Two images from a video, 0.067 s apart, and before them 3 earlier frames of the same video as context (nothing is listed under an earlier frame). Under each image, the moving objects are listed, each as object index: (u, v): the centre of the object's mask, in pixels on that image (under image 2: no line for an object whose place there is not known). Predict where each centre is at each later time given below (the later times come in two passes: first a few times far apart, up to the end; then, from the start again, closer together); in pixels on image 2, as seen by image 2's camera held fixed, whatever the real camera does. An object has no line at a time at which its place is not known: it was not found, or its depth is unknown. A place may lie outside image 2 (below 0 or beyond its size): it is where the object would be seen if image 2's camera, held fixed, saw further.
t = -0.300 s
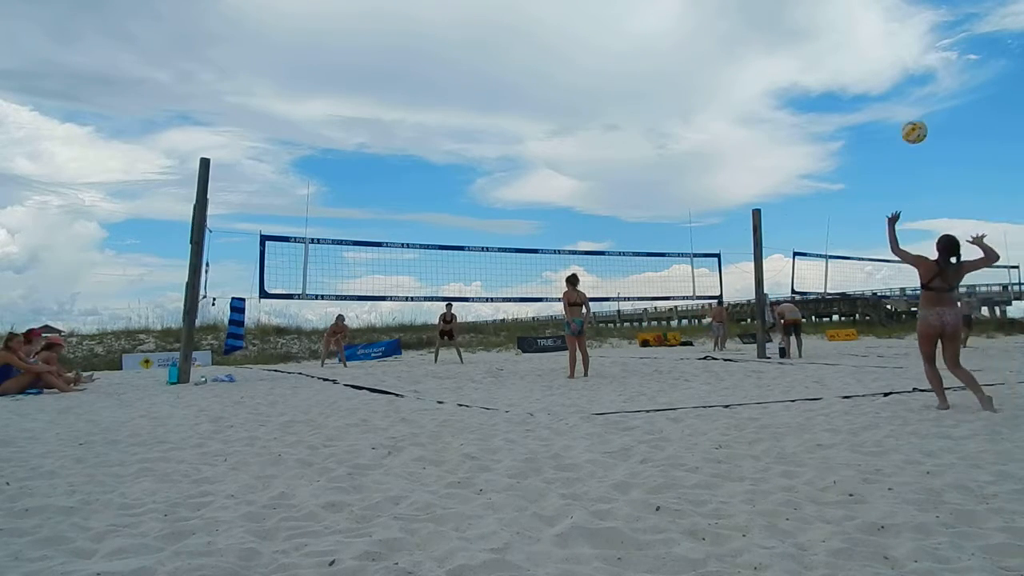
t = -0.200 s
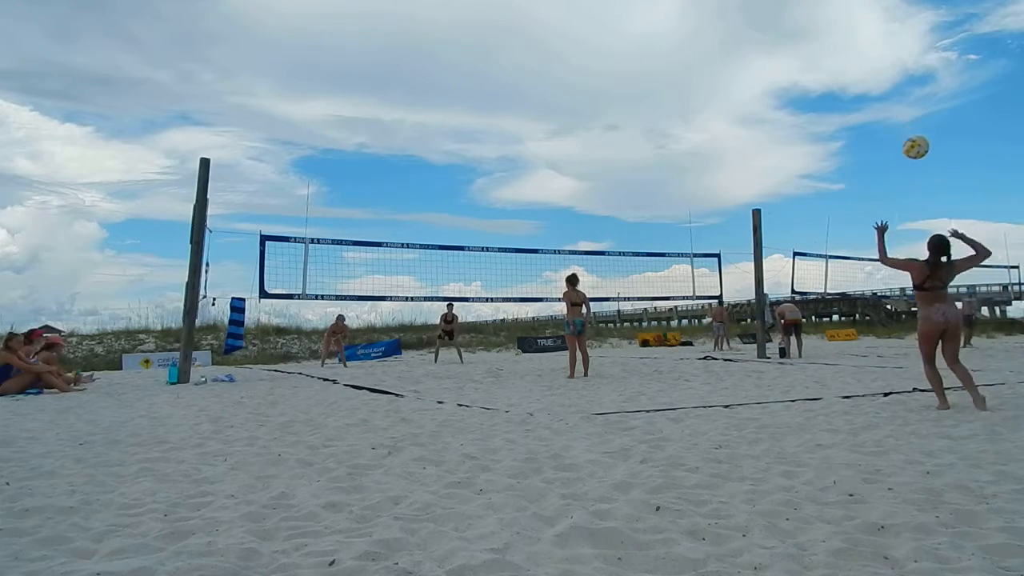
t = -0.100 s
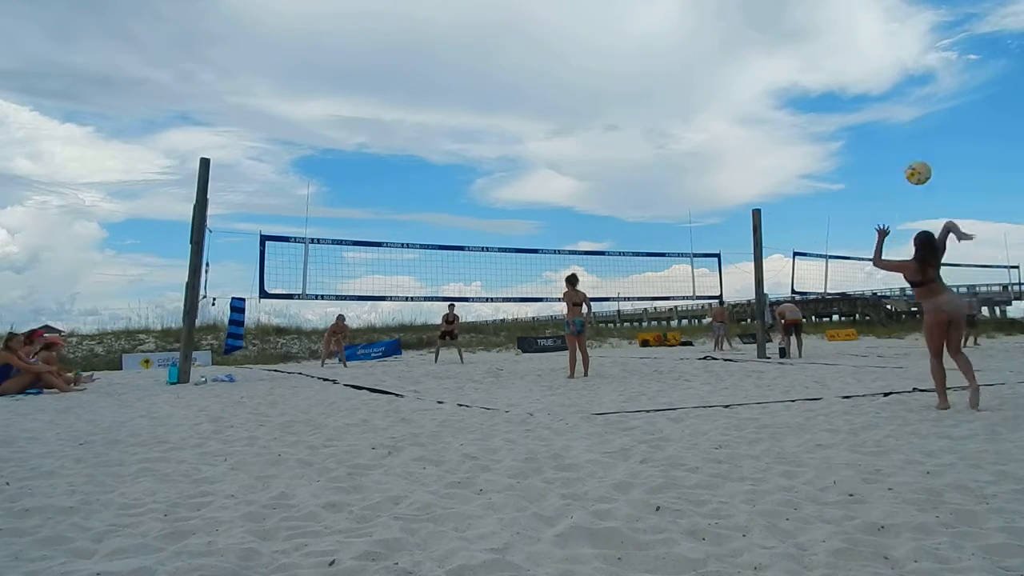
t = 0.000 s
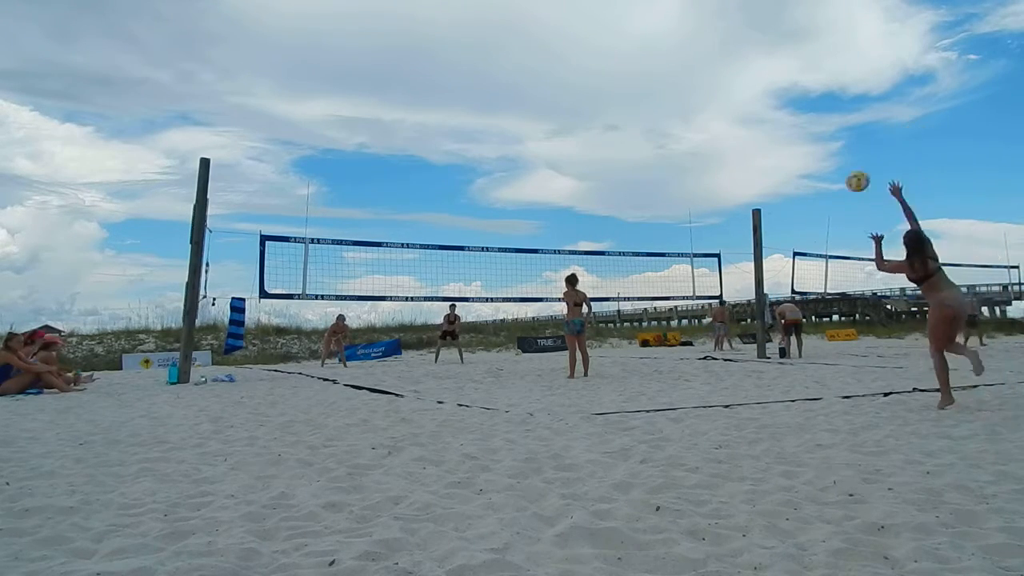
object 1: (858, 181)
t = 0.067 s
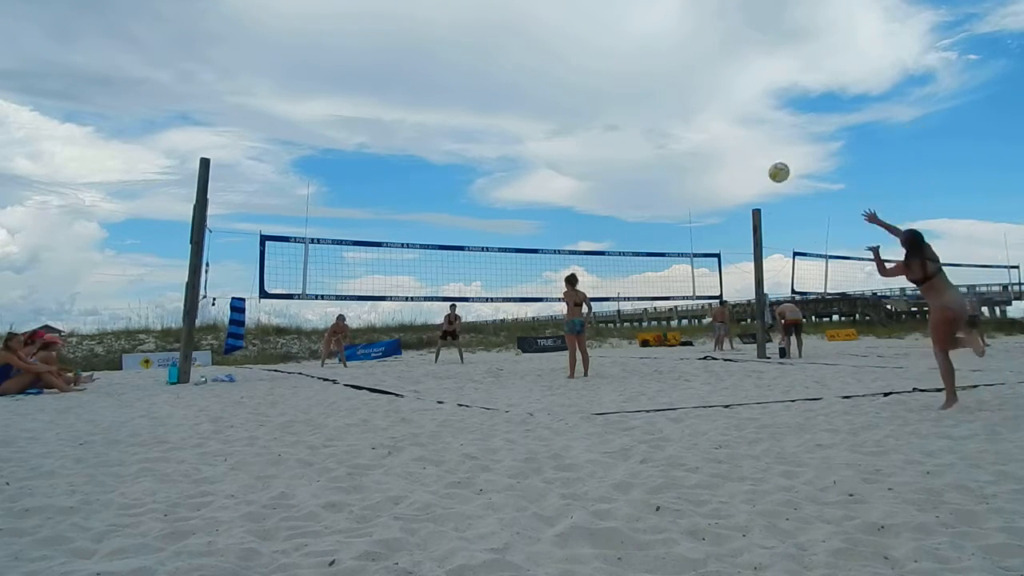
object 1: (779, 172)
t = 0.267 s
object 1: (605, 175)
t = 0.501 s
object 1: (471, 216)
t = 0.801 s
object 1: (401, 283)
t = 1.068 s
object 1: (424, 350)
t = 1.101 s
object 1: (428, 364)
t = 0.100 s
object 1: (744, 170)
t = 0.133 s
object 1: (712, 169)
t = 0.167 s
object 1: (682, 169)
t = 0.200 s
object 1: (655, 170)
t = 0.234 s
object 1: (629, 172)
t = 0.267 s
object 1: (605, 175)
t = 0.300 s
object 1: (583, 179)
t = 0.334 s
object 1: (561, 184)
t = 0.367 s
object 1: (541, 189)
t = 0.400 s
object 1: (522, 194)
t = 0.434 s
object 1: (504, 201)
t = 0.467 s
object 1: (487, 208)
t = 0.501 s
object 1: (471, 216)
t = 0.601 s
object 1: (426, 241)
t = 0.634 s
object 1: (413, 250)
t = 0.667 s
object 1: (401, 258)
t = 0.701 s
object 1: (397, 263)
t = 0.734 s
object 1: (396, 271)
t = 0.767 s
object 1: (398, 277)
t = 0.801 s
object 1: (401, 283)
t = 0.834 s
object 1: (404, 290)
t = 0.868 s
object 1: (406, 298)
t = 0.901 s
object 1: (409, 305)
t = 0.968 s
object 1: (415, 321)
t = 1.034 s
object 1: (421, 341)
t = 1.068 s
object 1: (424, 350)
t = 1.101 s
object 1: (428, 364)
